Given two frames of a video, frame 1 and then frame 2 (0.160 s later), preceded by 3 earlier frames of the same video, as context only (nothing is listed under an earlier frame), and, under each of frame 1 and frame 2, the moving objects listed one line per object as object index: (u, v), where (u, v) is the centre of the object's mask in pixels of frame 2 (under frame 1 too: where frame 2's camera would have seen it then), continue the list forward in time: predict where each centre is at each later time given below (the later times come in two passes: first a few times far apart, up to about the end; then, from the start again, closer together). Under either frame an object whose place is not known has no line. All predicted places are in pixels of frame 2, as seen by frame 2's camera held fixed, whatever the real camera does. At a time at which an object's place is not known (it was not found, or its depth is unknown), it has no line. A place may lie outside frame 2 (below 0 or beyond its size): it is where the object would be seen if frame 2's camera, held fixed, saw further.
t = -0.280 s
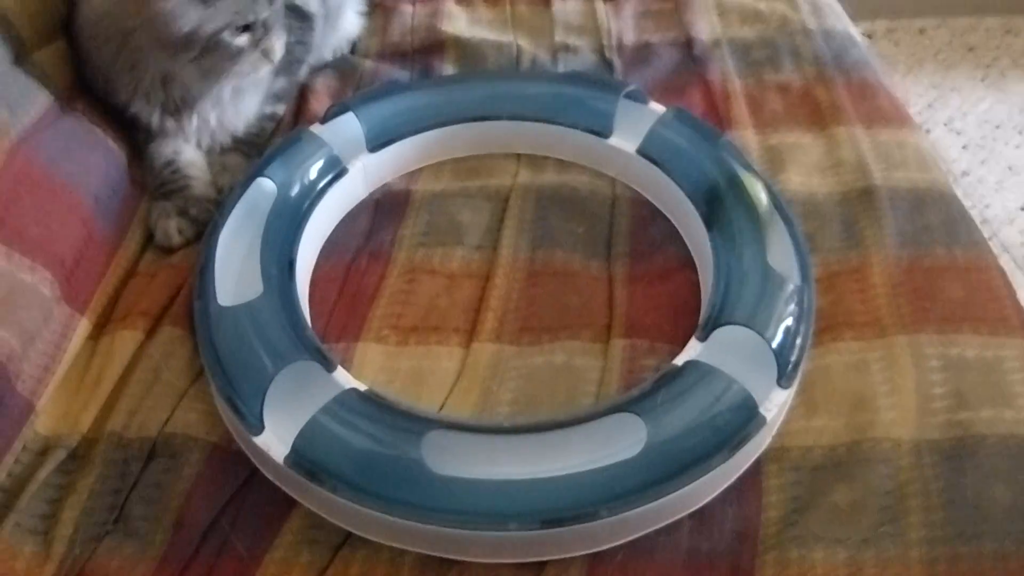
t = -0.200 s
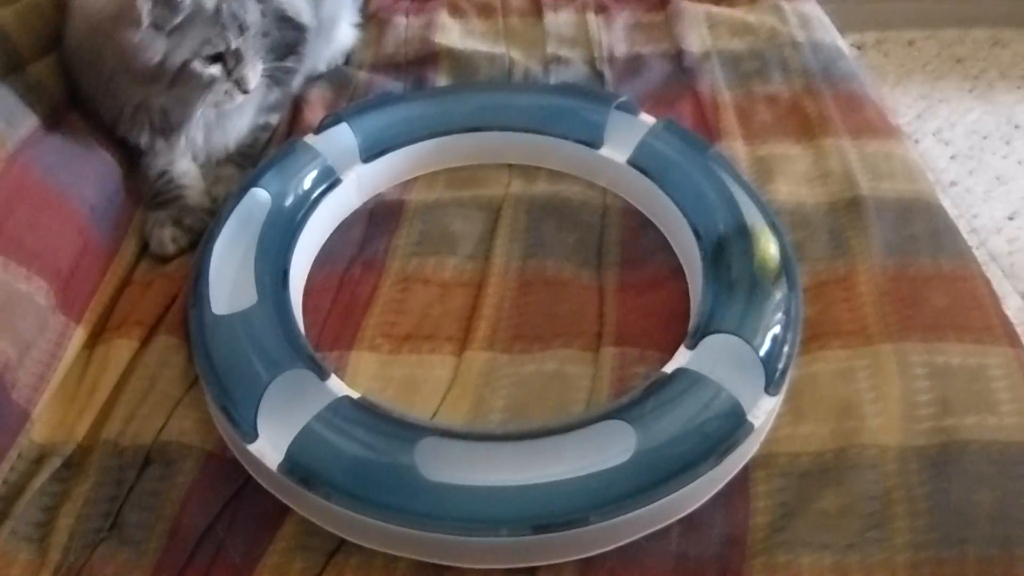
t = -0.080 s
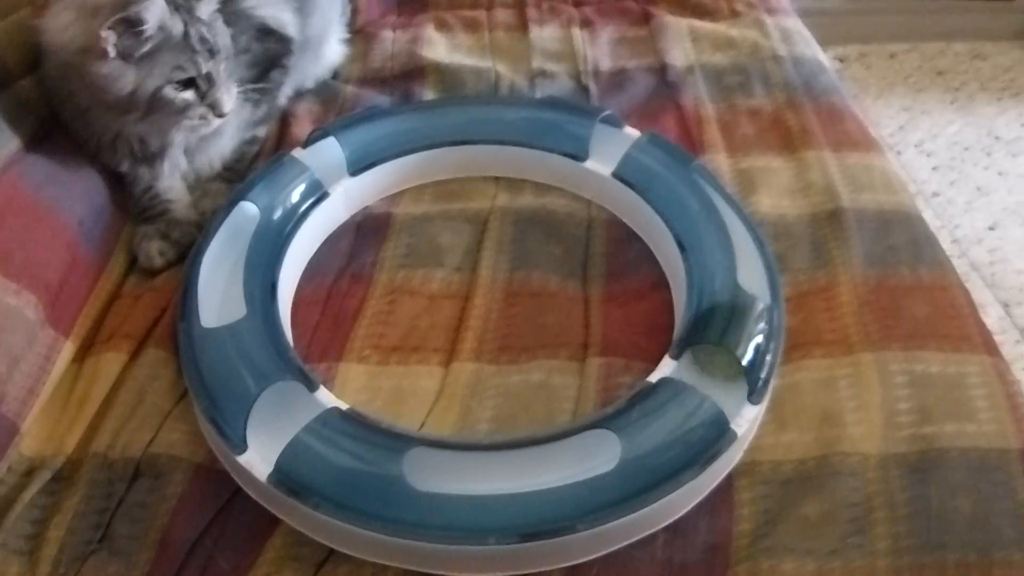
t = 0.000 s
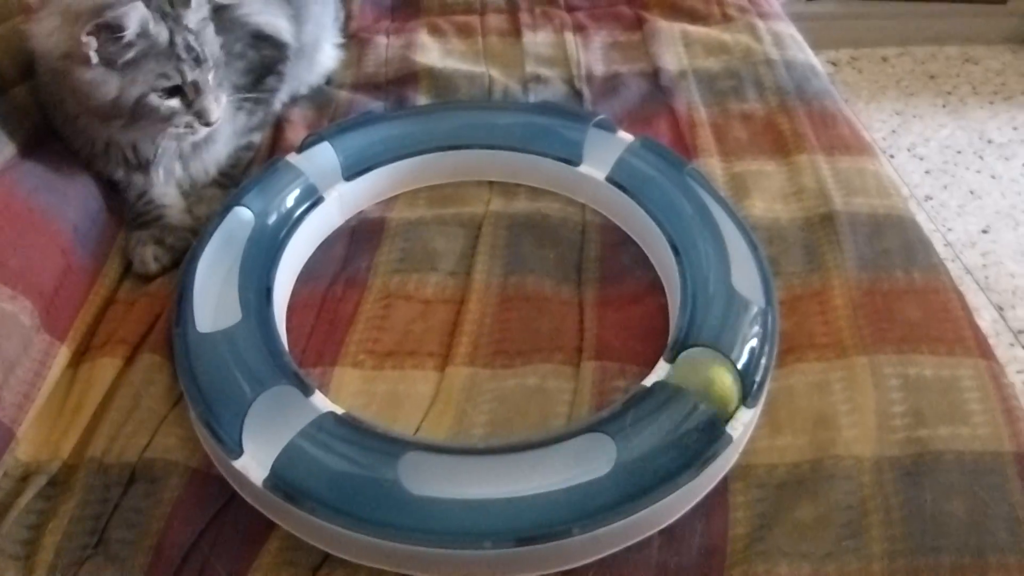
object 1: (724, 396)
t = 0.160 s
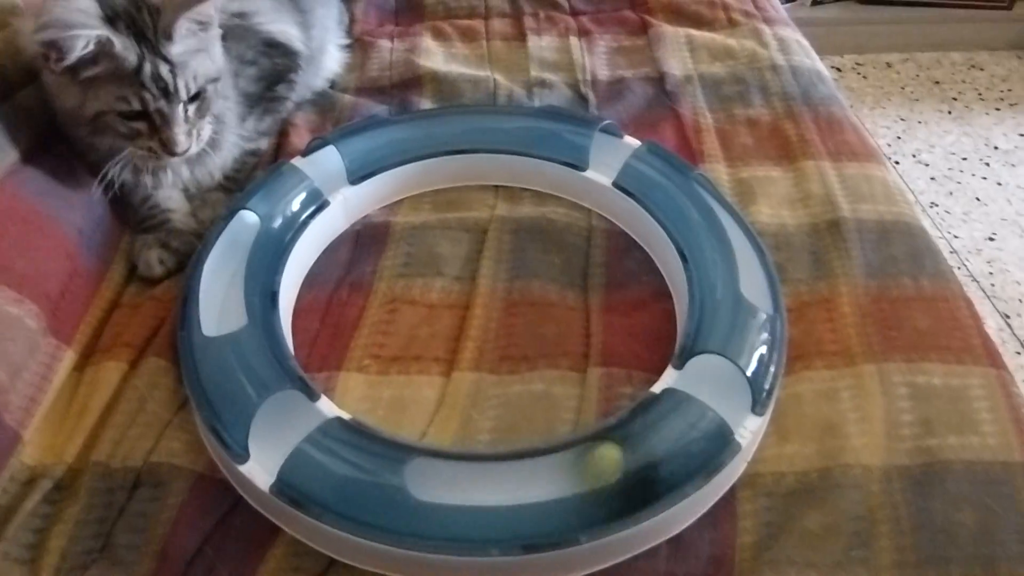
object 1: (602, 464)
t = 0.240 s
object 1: (548, 483)
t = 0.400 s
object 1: (419, 477)
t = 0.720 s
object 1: (223, 313)
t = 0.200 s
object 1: (581, 471)
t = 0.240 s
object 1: (548, 483)
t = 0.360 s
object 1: (442, 483)
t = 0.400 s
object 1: (419, 477)
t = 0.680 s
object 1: (219, 328)
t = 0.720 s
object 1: (223, 313)
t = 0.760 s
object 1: (225, 299)
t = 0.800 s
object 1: (227, 275)
